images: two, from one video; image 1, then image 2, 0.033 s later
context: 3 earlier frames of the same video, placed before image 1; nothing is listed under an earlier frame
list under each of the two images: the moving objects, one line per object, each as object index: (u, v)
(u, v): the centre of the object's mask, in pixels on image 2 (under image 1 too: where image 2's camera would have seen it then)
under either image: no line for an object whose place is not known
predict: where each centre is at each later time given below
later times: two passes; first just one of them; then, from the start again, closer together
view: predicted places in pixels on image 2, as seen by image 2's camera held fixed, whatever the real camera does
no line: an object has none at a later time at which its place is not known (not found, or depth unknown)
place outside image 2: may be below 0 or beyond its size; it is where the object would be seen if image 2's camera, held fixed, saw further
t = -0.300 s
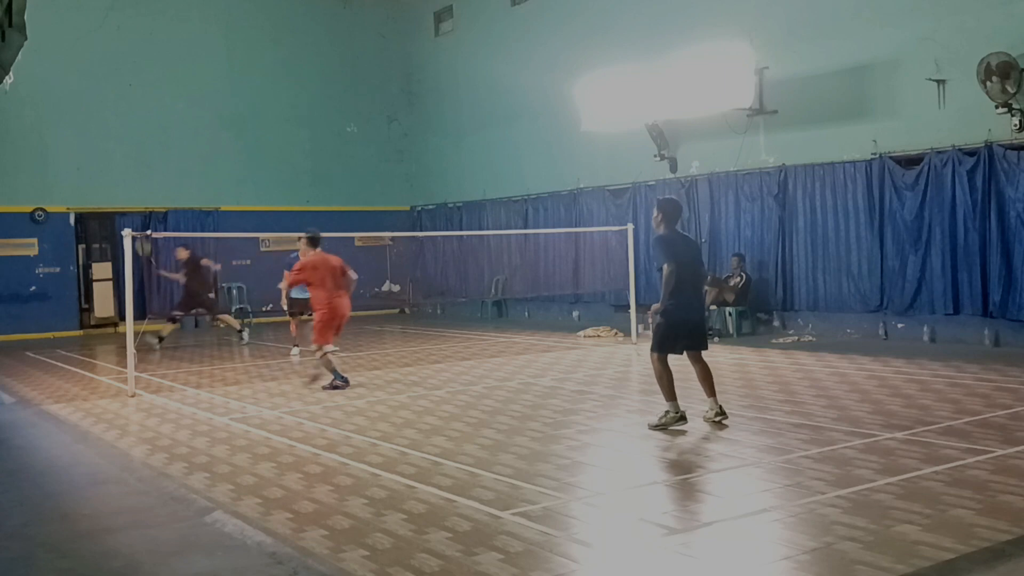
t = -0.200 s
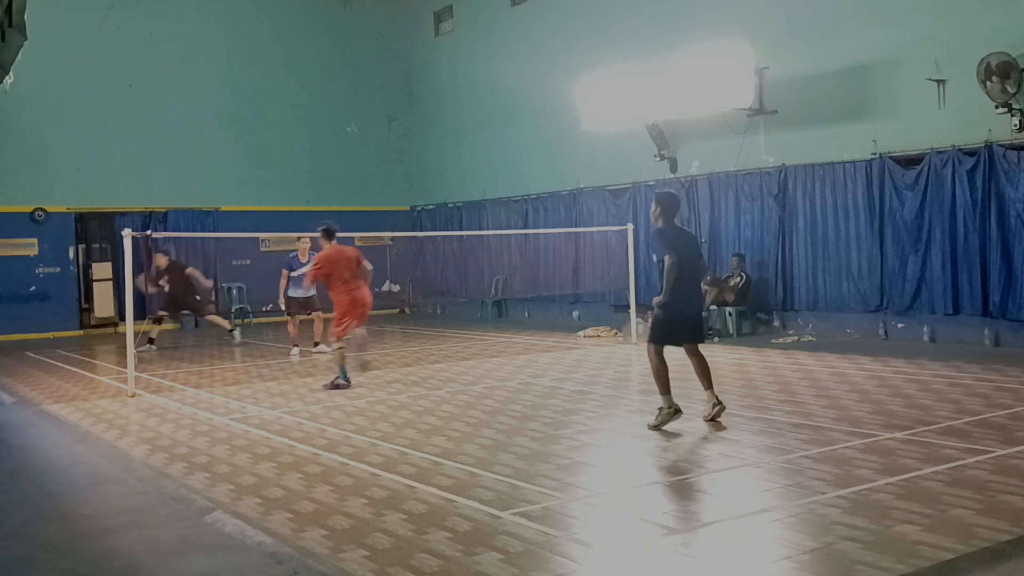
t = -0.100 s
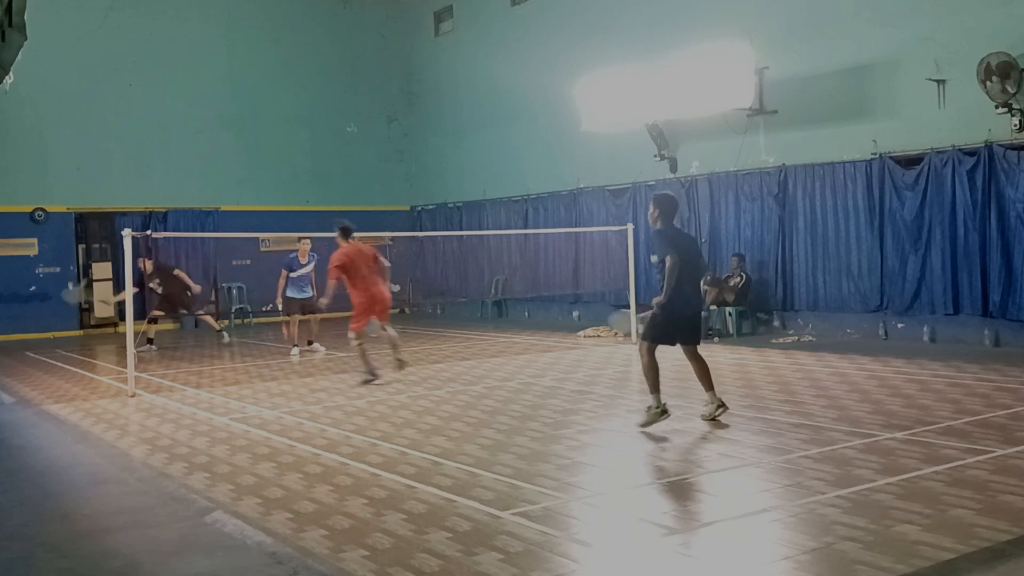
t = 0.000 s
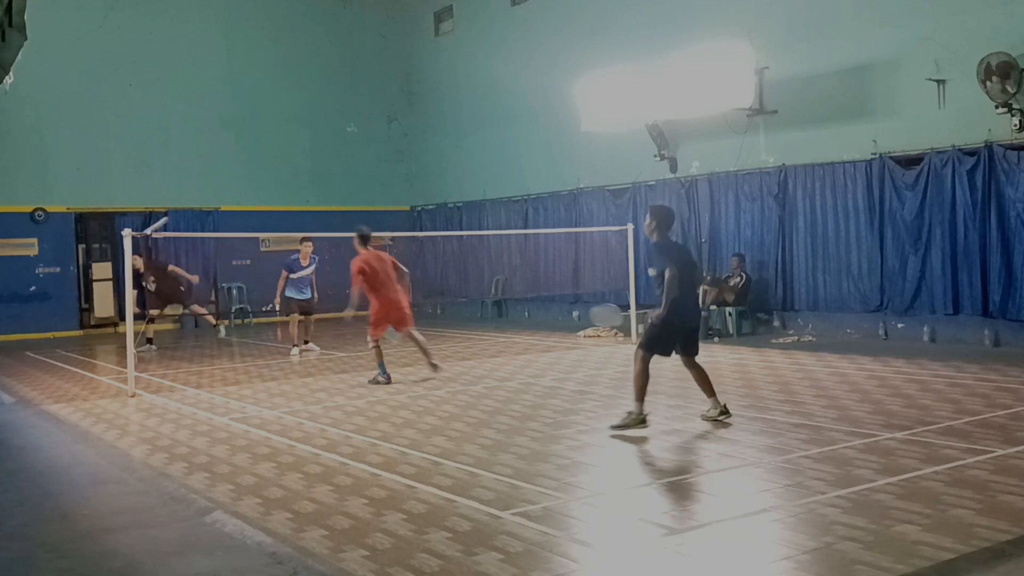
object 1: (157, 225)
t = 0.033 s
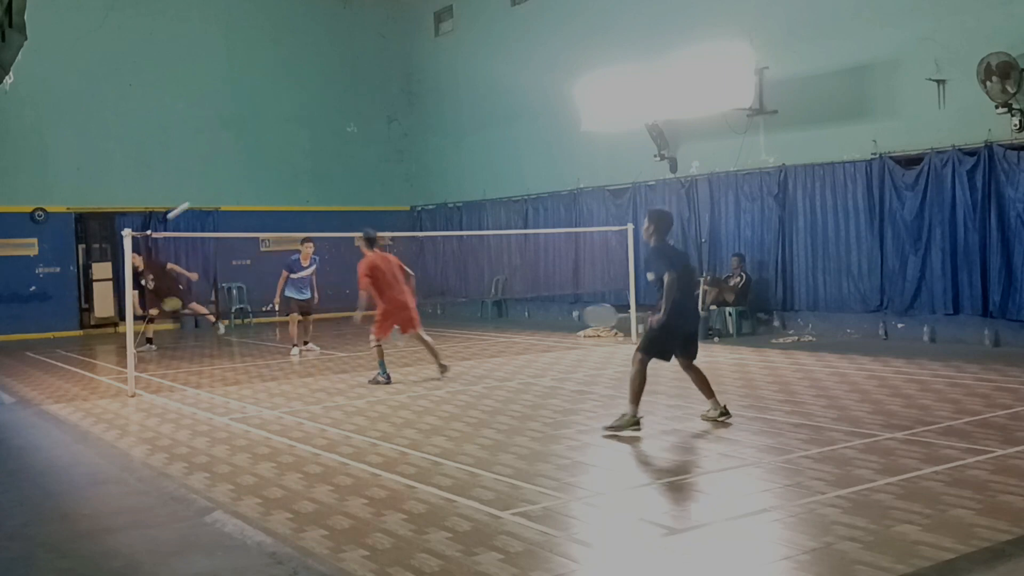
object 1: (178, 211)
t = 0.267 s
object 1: (309, 151)
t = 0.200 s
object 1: (275, 161)
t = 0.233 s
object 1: (292, 155)
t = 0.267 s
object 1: (309, 151)
